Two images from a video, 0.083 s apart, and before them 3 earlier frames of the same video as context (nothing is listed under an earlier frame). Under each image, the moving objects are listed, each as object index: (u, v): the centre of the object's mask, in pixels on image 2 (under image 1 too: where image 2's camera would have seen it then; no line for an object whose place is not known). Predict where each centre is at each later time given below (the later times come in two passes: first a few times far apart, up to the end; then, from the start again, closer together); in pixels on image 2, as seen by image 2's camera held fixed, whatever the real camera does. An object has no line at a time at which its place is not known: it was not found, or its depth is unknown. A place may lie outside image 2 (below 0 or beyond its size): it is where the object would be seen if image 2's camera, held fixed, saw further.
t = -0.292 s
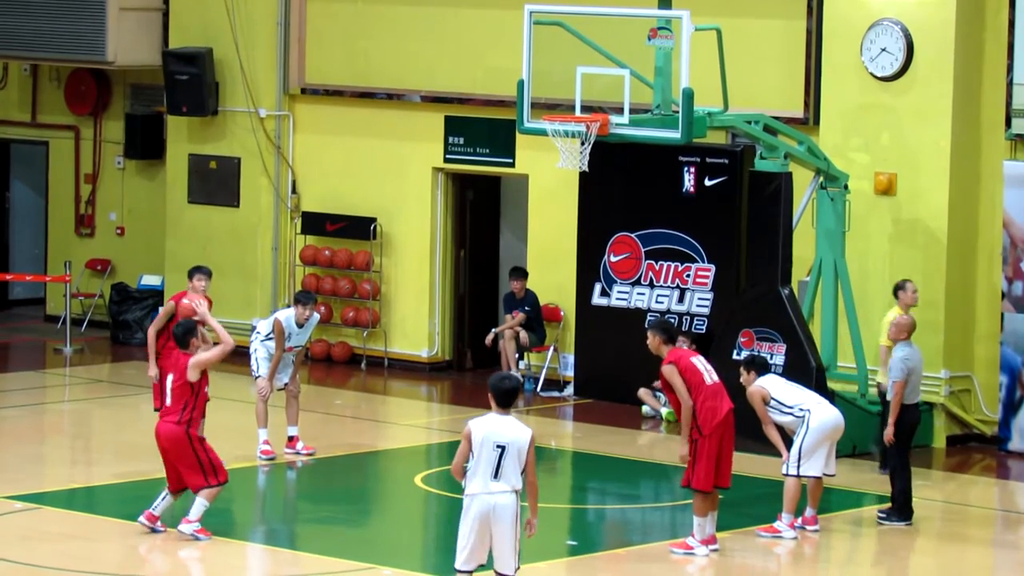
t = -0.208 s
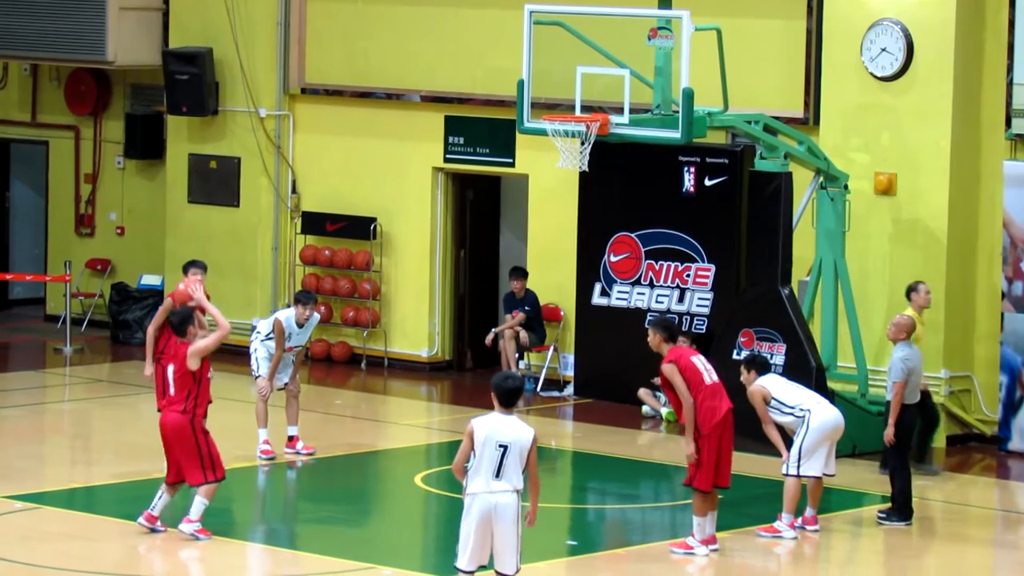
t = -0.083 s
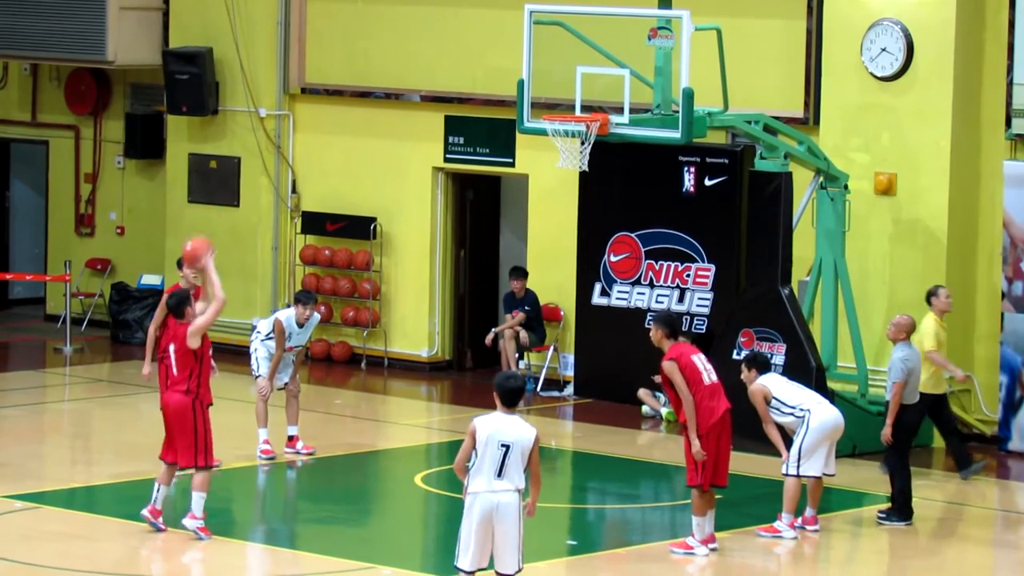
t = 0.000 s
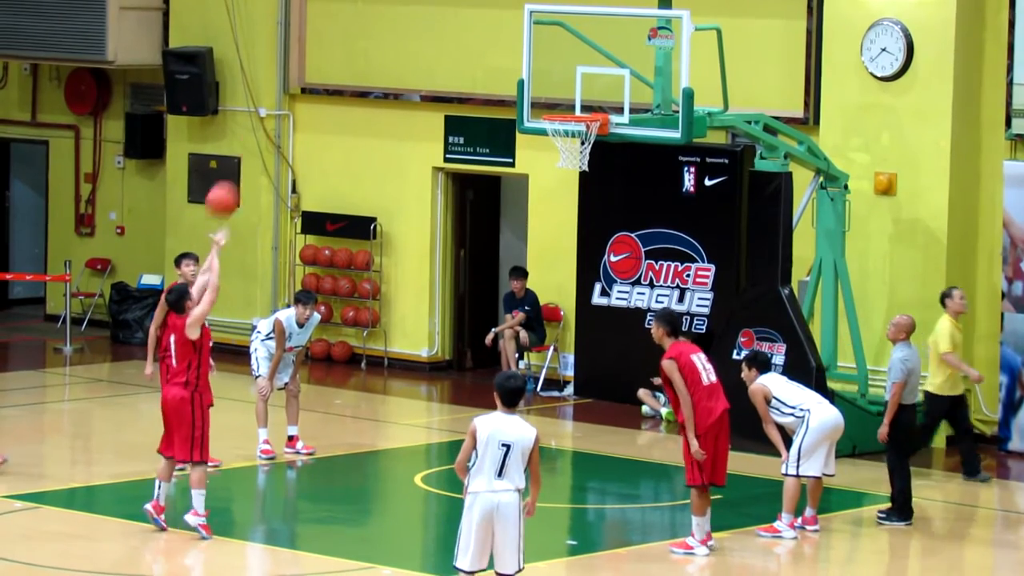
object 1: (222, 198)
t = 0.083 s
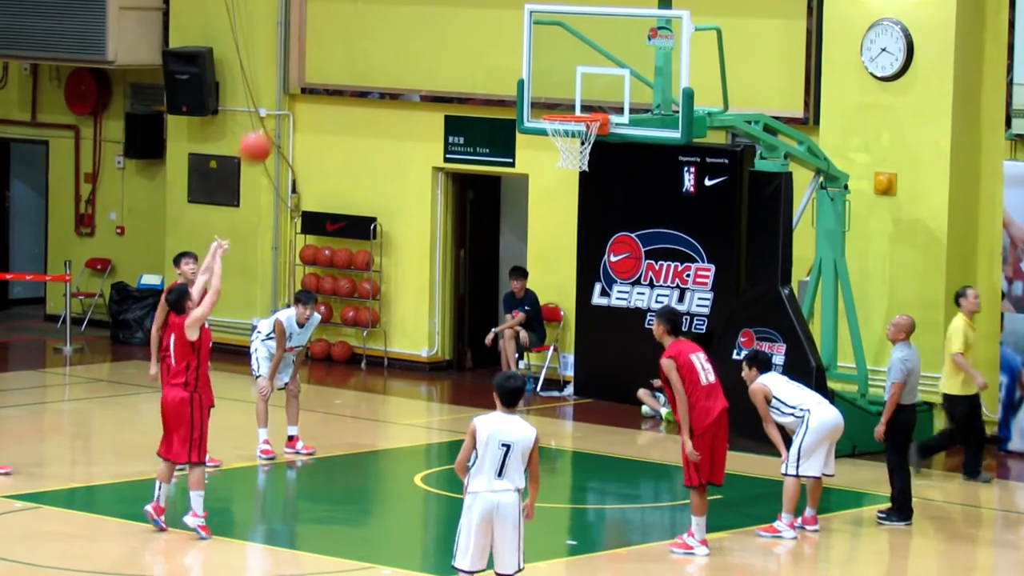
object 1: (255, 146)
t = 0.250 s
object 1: (320, 66)
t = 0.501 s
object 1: (408, 12)
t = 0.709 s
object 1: (478, 23)
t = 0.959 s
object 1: (556, 105)
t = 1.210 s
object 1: (596, 167)
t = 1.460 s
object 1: (619, 257)
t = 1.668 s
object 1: (635, 390)
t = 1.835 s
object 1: (643, 423)
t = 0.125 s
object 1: (272, 124)
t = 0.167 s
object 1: (288, 102)
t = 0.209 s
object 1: (303, 84)
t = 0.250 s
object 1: (320, 66)
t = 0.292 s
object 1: (334, 52)
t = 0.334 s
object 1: (350, 39)
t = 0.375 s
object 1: (365, 29)
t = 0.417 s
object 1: (379, 21)
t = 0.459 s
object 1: (394, 15)
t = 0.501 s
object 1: (408, 12)
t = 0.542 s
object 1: (423, 11)
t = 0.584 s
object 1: (436, 11)
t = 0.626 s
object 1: (451, 13)
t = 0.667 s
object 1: (464, 17)
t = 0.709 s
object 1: (478, 23)
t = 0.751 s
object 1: (491, 32)
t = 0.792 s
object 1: (505, 43)
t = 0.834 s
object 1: (517, 56)
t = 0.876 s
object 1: (531, 70)
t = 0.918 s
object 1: (543, 87)
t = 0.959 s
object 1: (556, 105)
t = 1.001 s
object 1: (566, 125)
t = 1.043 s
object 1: (576, 137)
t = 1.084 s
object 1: (584, 148)
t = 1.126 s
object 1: (588, 152)
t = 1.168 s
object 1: (592, 159)
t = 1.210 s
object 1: (596, 167)
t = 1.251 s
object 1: (600, 177)
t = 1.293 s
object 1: (604, 189)
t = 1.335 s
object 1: (607, 204)
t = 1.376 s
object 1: (611, 219)
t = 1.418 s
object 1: (614, 237)
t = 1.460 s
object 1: (619, 257)
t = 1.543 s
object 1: (626, 309)
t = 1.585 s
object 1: (629, 332)
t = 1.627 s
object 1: (632, 361)
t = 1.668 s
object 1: (635, 390)
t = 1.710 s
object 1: (639, 424)
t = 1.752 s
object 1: (643, 461)
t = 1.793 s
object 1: (643, 446)
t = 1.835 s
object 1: (643, 423)
